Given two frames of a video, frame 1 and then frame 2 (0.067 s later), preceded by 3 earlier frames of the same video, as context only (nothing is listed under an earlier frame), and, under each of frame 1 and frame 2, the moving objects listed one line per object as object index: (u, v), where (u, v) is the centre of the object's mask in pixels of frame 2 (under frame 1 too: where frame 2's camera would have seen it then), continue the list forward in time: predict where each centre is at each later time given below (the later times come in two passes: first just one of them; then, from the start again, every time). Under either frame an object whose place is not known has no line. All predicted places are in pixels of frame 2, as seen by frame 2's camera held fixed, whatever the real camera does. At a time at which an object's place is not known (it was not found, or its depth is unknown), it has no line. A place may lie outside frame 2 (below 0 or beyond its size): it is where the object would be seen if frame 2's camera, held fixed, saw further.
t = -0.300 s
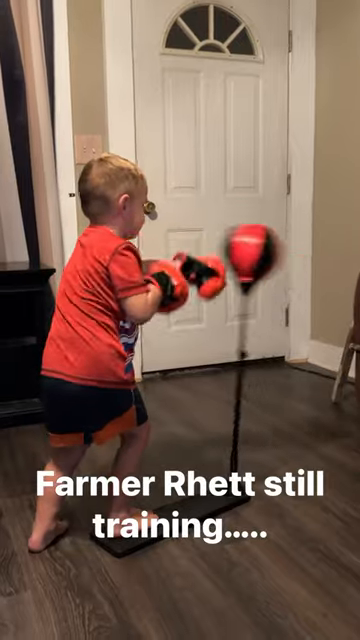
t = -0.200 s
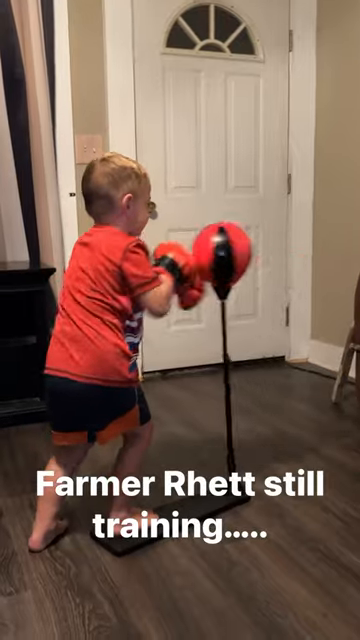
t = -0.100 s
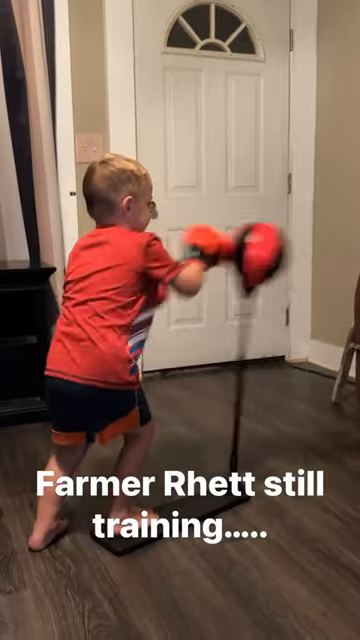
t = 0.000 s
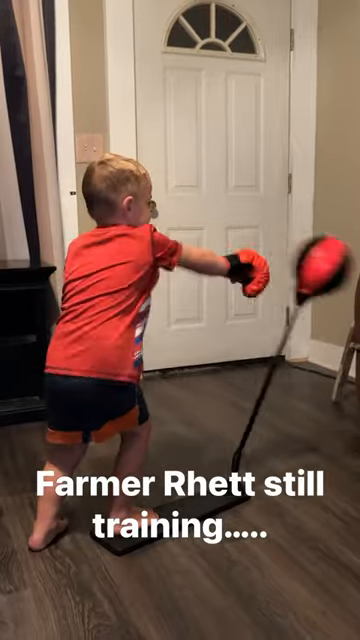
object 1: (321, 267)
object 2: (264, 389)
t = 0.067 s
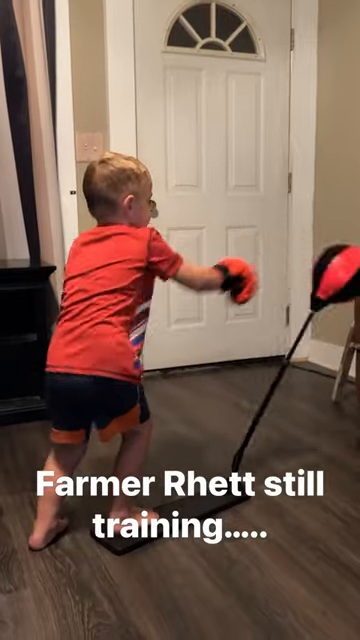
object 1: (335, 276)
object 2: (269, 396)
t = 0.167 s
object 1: (323, 268)
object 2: (265, 389)
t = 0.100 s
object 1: (335, 277)
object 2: (269, 396)
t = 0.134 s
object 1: (332, 273)
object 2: (267, 395)
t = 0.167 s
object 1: (323, 268)
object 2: (265, 389)
